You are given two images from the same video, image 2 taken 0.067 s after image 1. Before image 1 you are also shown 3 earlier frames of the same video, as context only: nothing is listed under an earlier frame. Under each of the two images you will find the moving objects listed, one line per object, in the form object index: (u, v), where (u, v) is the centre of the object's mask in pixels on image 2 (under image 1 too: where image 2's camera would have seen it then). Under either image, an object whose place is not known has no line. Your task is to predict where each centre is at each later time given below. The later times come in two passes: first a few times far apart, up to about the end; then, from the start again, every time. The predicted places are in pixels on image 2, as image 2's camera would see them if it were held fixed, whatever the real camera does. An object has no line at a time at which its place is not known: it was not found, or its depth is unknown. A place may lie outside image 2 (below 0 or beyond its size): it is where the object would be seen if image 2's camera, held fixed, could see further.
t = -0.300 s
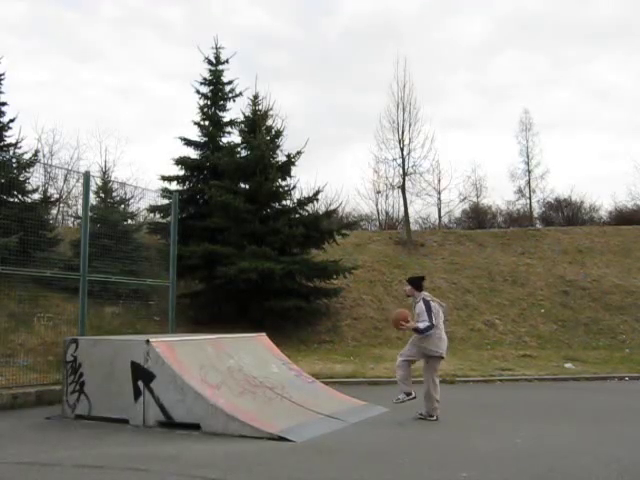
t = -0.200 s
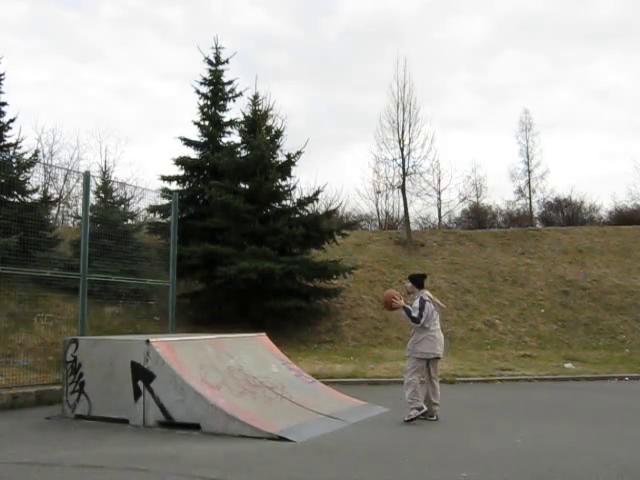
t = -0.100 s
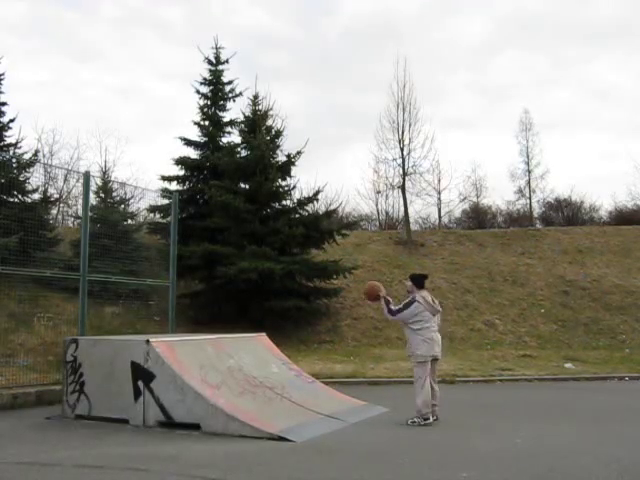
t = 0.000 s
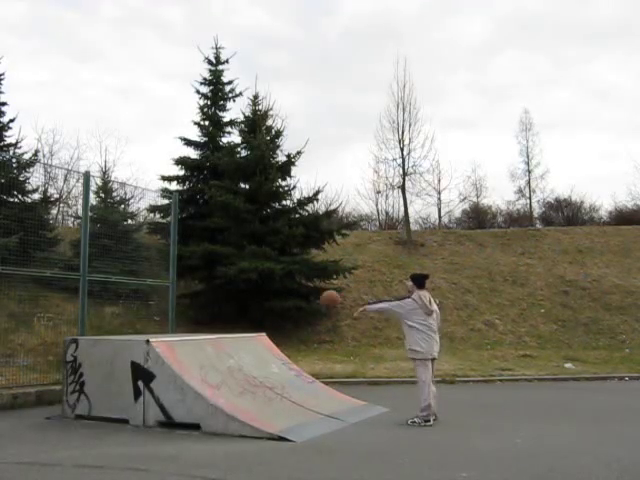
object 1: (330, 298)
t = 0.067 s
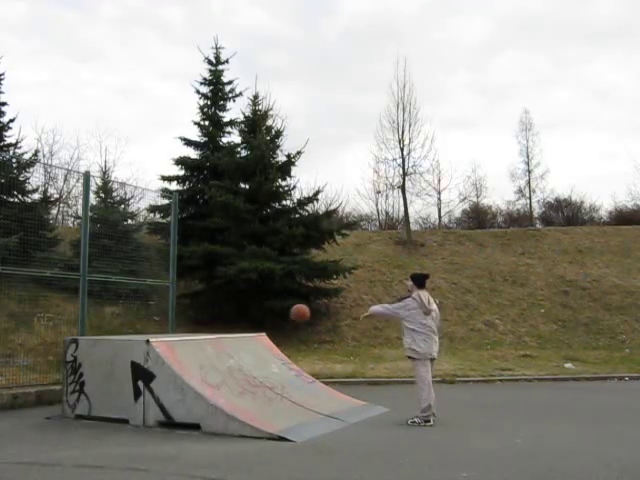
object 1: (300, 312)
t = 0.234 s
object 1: (257, 331)
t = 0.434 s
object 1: (303, 285)
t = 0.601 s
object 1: (341, 269)
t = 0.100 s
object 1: (285, 321)
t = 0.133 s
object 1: (271, 328)
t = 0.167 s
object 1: (257, 338)
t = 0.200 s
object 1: (249, 343)
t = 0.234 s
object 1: (257, 331)
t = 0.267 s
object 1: (264, 322)
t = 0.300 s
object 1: (272, 312)
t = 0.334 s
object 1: (280, 304)
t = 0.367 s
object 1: (287, 296)
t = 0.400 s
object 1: (295, 290)
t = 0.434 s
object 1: (303, 285)
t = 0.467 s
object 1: (311, 279)
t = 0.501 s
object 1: (318, 275)
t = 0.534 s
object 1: (326, 272)
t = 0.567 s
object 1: (333, 270)
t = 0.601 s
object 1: (341, 269)
